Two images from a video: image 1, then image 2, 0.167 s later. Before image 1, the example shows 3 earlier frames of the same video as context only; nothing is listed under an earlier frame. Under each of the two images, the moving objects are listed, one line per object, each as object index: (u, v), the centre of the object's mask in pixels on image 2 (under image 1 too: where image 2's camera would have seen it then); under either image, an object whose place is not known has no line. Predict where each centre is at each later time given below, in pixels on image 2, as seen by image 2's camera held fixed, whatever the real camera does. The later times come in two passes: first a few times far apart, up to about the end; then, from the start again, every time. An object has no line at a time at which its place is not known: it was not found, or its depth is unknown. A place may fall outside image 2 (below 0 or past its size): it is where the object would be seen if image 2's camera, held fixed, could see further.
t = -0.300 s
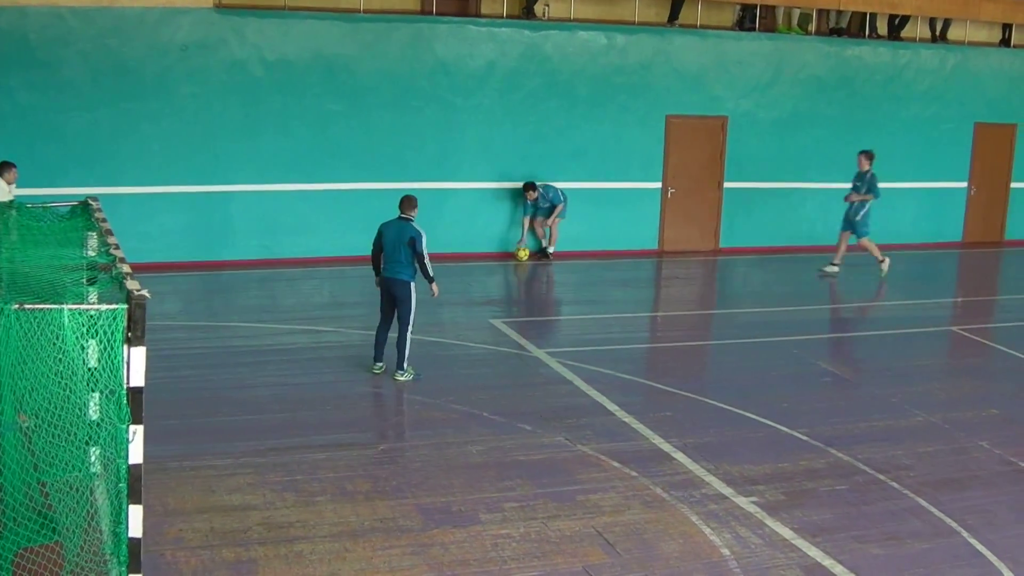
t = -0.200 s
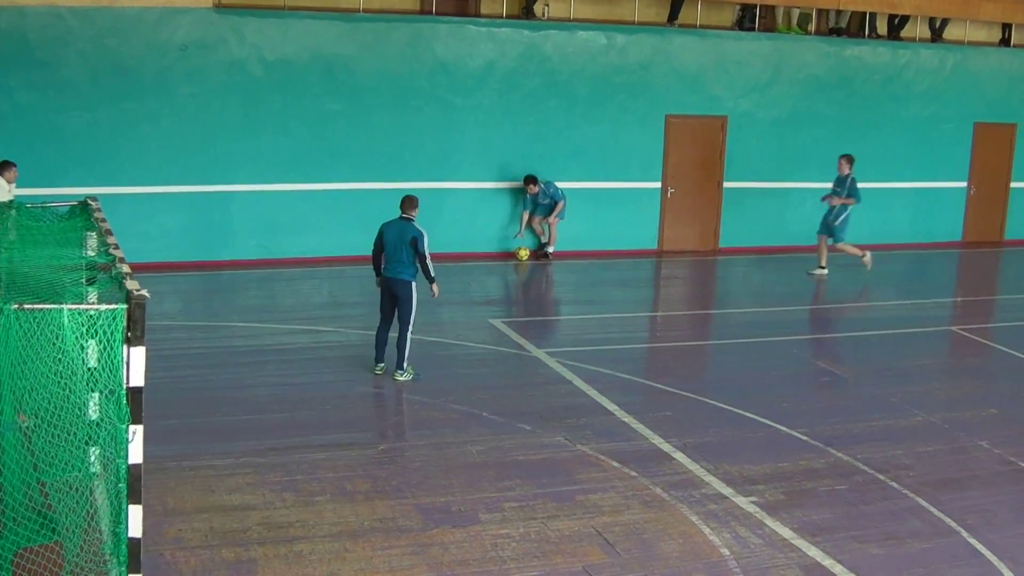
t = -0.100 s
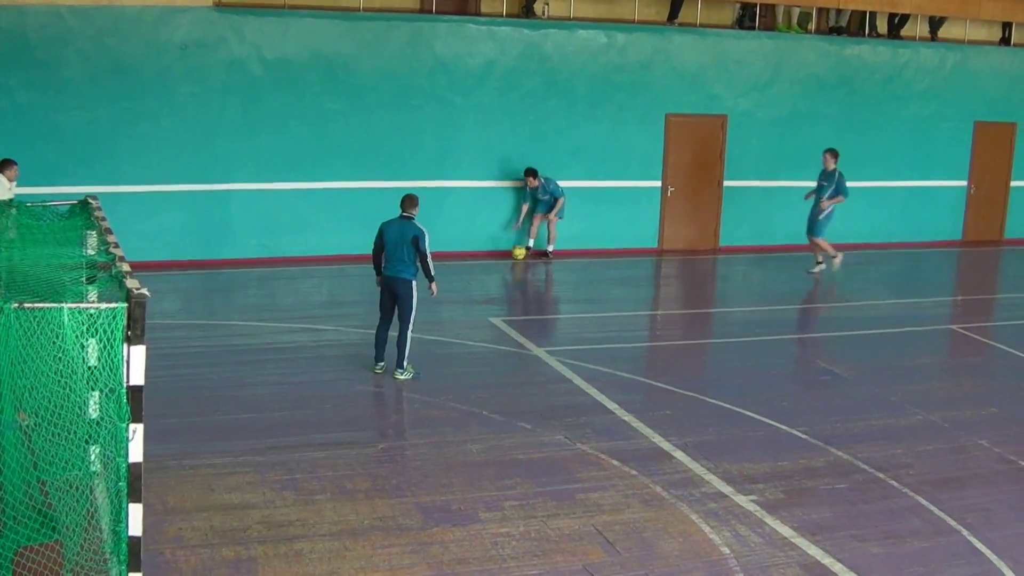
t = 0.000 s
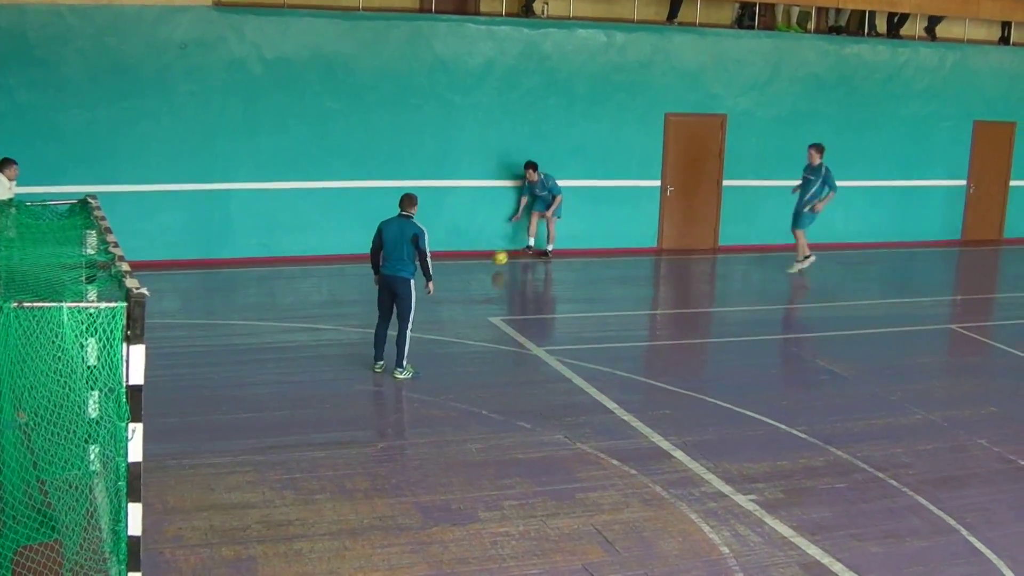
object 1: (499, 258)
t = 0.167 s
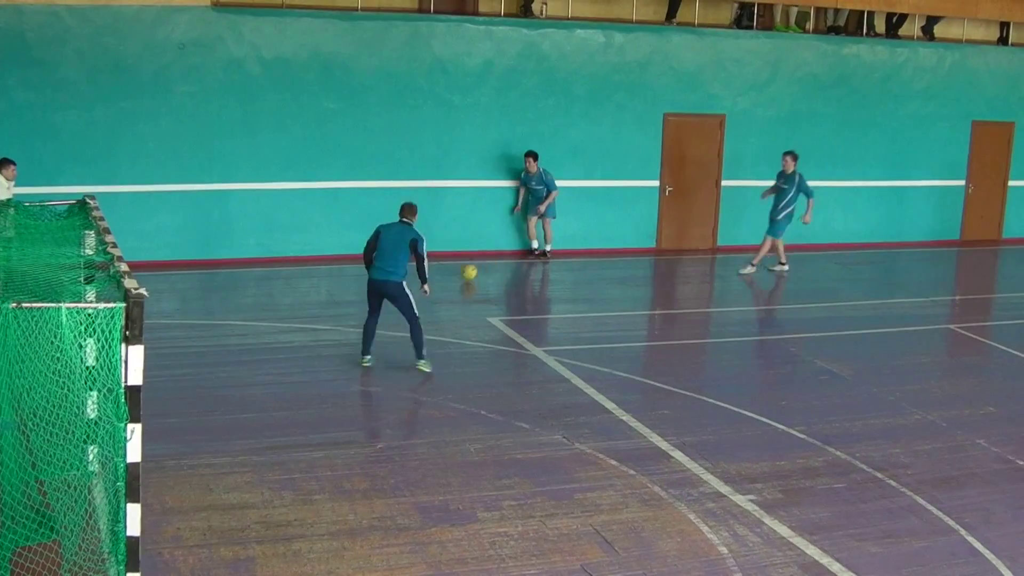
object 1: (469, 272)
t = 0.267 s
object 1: (453, 280)
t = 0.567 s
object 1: (409, 298)
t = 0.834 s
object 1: (370, 315)
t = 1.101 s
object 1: (327, 334)
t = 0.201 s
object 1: (463, 276)
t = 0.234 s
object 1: (458, 278)
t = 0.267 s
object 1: (453, 280)
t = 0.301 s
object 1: (447, 282)
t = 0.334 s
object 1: (442, 284)
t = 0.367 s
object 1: (437, 286)
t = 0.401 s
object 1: (432, 289)
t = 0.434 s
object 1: (427, 290)
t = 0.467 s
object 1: (422, 293)
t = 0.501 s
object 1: (418, 294)
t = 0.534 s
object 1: (413, 296)
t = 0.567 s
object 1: (409, 298)
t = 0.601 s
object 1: (404, 300)
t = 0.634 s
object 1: (399, 302)
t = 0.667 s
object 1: (395, 305)
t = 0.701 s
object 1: (389, 307)
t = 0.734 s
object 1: (384, 309)
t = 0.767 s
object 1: (380, 311)
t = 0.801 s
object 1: (375, 314)
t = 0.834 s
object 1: (370, 315)
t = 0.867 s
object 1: (365, 319)
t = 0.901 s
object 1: (359, 322)
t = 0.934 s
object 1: (354, 323)
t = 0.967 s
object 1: (349, 325)
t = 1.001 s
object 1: (343, 328)
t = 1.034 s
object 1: (338, 329)
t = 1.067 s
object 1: (333, 332)
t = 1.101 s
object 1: (327, 334)
